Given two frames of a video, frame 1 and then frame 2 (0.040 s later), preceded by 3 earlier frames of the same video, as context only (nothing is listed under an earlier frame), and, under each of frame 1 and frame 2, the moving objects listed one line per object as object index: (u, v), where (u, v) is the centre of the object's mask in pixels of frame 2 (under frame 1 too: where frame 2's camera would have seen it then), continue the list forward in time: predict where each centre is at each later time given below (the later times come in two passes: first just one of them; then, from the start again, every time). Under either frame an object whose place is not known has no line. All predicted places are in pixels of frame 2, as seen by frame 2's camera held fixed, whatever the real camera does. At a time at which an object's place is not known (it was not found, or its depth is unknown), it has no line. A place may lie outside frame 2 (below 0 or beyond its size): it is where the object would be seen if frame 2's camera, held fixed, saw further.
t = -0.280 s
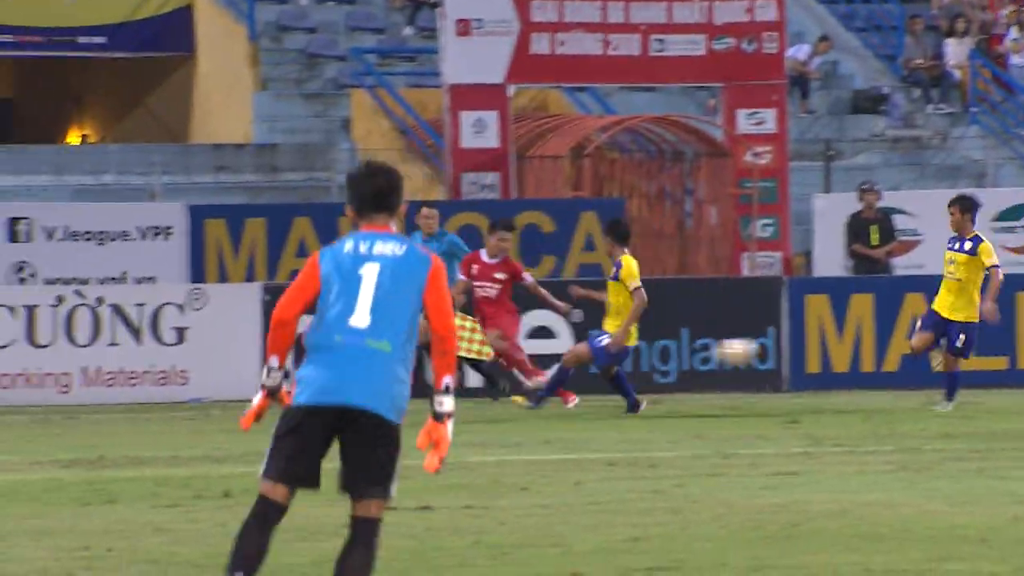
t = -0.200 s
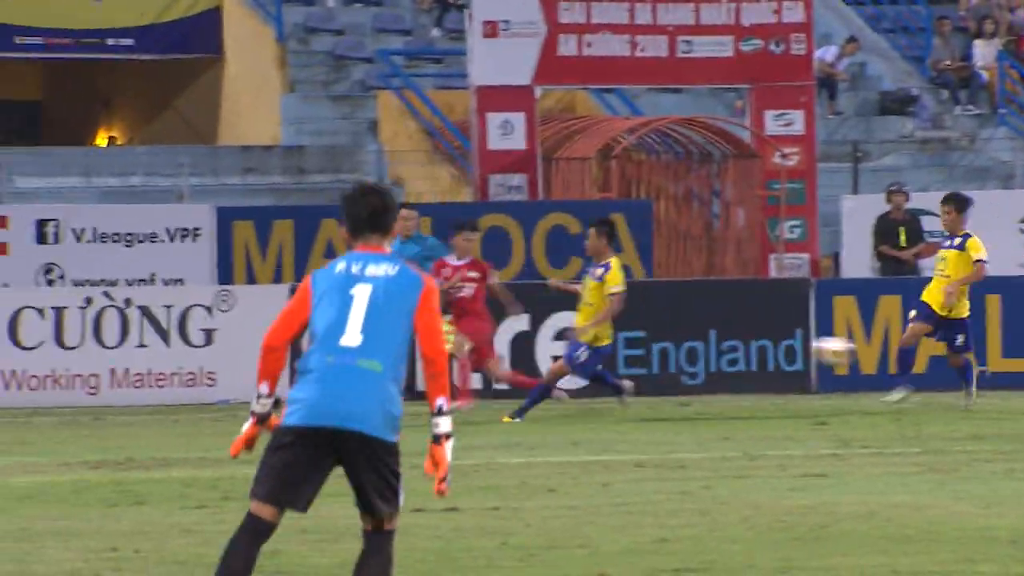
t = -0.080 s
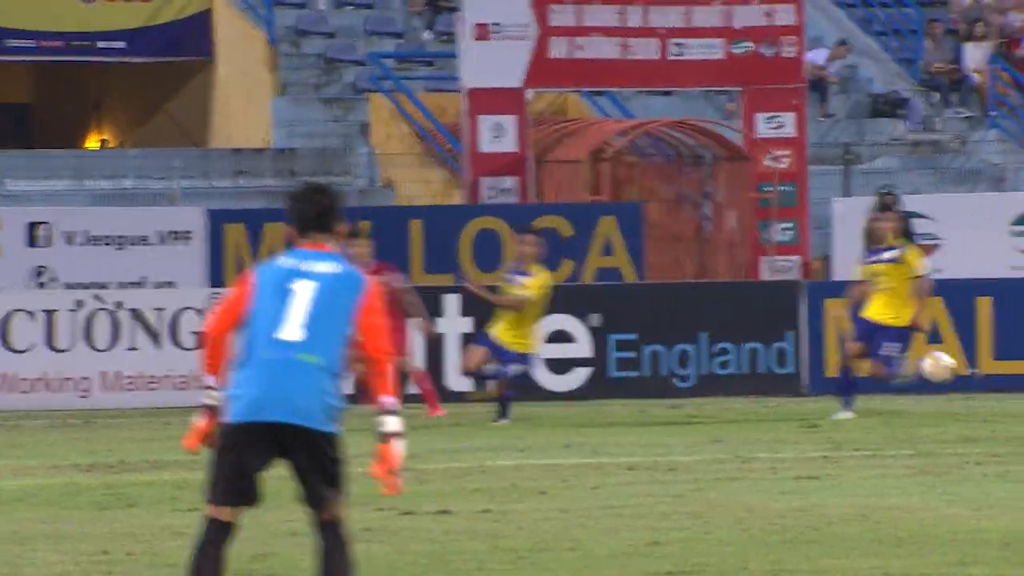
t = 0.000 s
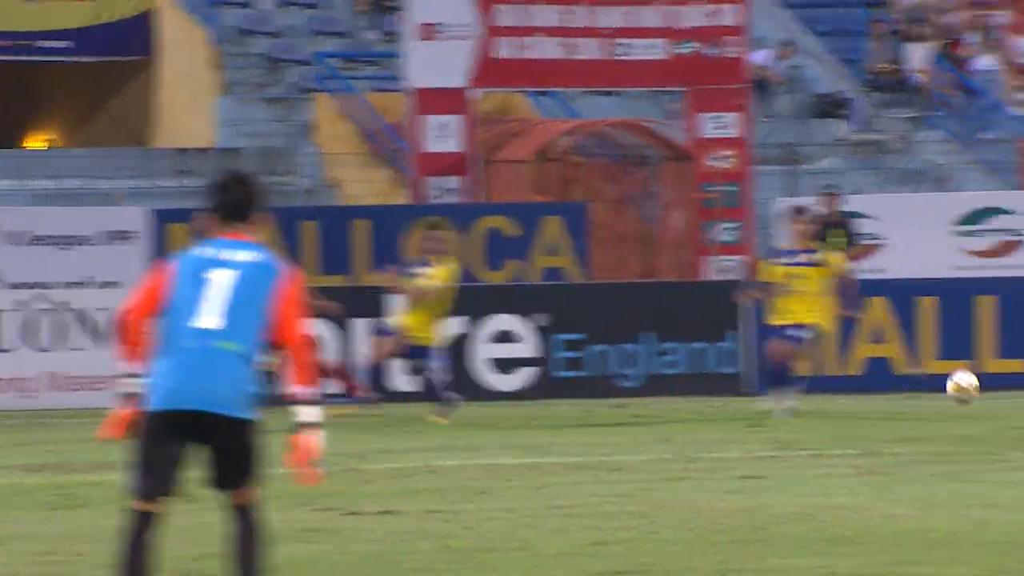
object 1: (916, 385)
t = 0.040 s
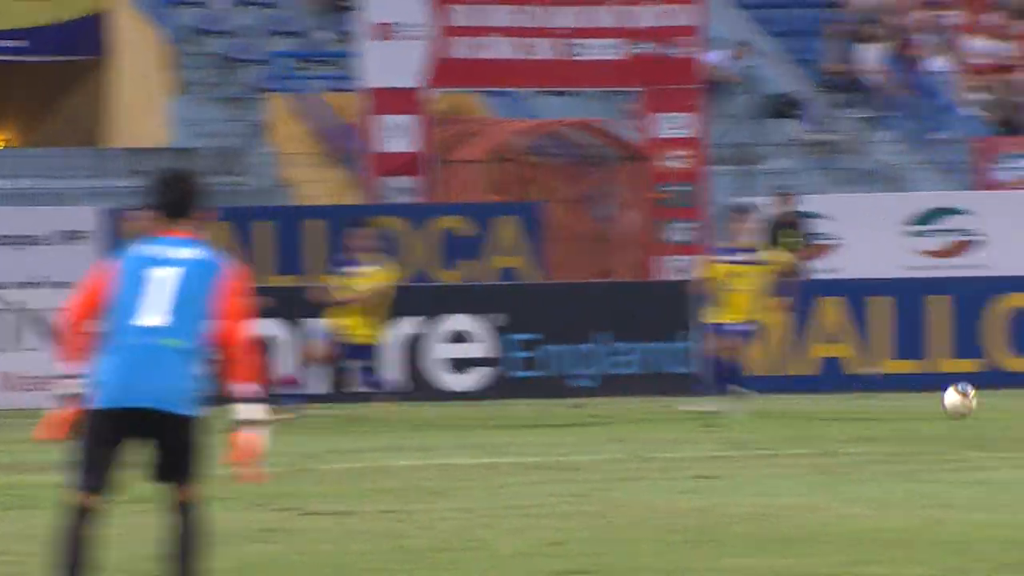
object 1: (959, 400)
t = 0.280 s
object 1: (1233, 407)
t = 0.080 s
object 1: (1004, 416)
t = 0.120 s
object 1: (1045, 414)
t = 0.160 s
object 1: (1089, 409)
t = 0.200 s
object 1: (1134, 405)
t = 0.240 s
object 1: (1182, 405)
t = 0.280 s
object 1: (1233, 407)
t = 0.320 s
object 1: (1285, 414)
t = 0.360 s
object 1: (1339, 422)
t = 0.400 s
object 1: (1394, 434)
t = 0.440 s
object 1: (1452, 448)
